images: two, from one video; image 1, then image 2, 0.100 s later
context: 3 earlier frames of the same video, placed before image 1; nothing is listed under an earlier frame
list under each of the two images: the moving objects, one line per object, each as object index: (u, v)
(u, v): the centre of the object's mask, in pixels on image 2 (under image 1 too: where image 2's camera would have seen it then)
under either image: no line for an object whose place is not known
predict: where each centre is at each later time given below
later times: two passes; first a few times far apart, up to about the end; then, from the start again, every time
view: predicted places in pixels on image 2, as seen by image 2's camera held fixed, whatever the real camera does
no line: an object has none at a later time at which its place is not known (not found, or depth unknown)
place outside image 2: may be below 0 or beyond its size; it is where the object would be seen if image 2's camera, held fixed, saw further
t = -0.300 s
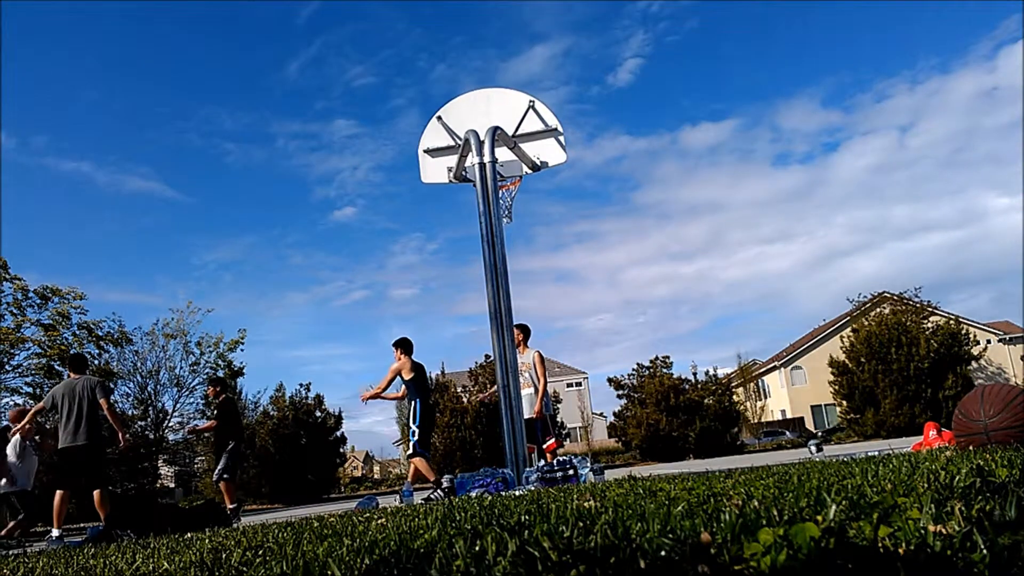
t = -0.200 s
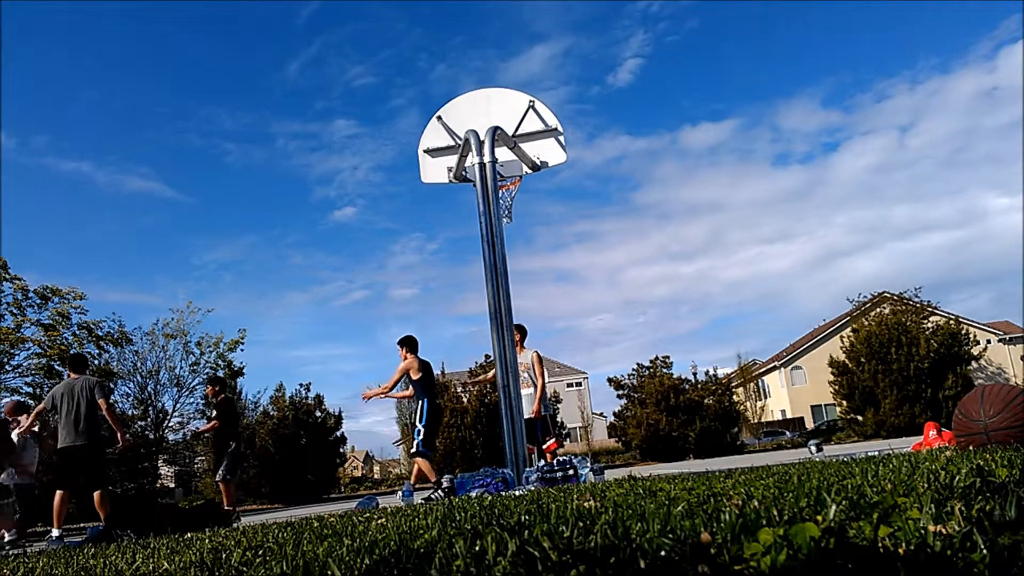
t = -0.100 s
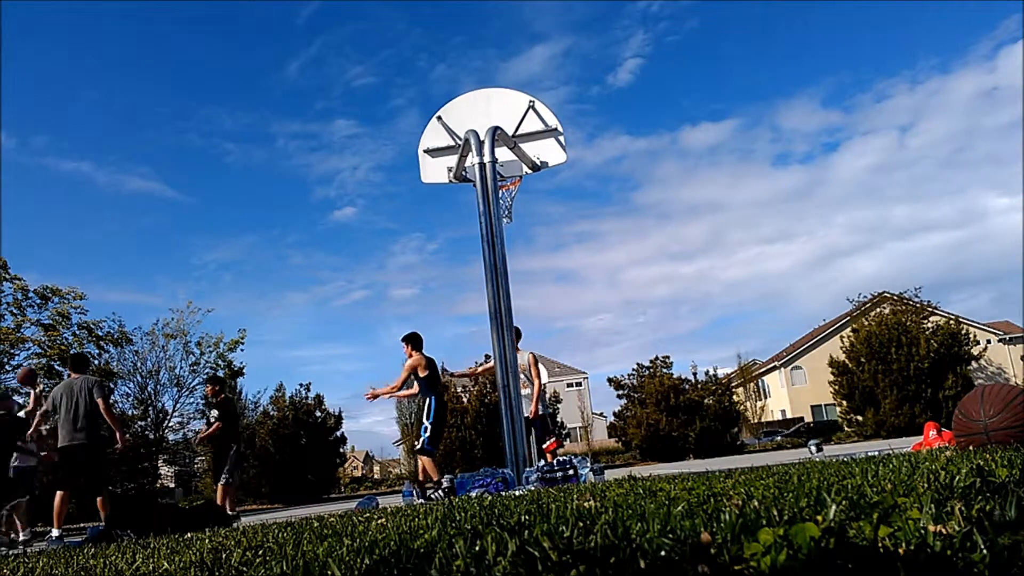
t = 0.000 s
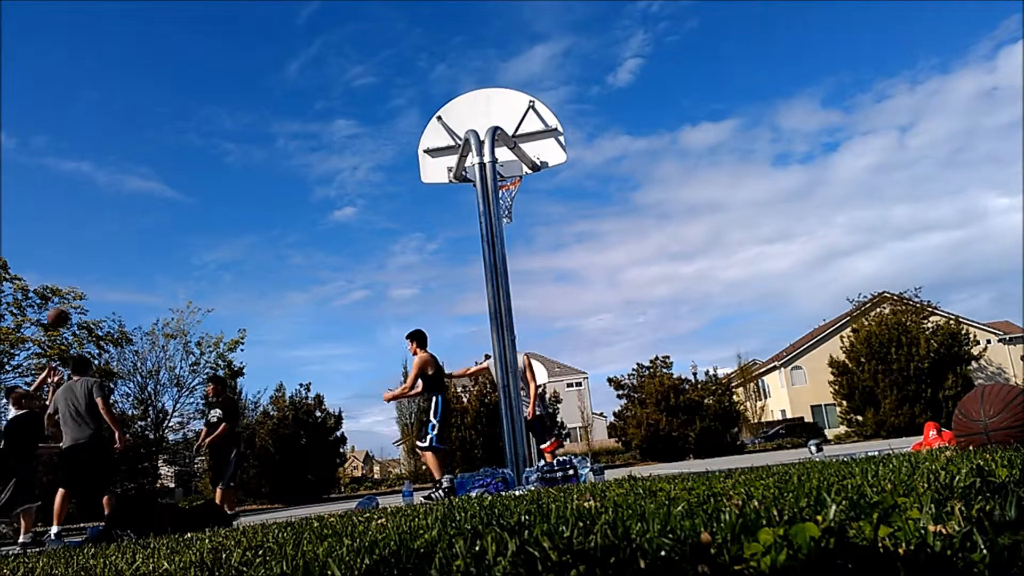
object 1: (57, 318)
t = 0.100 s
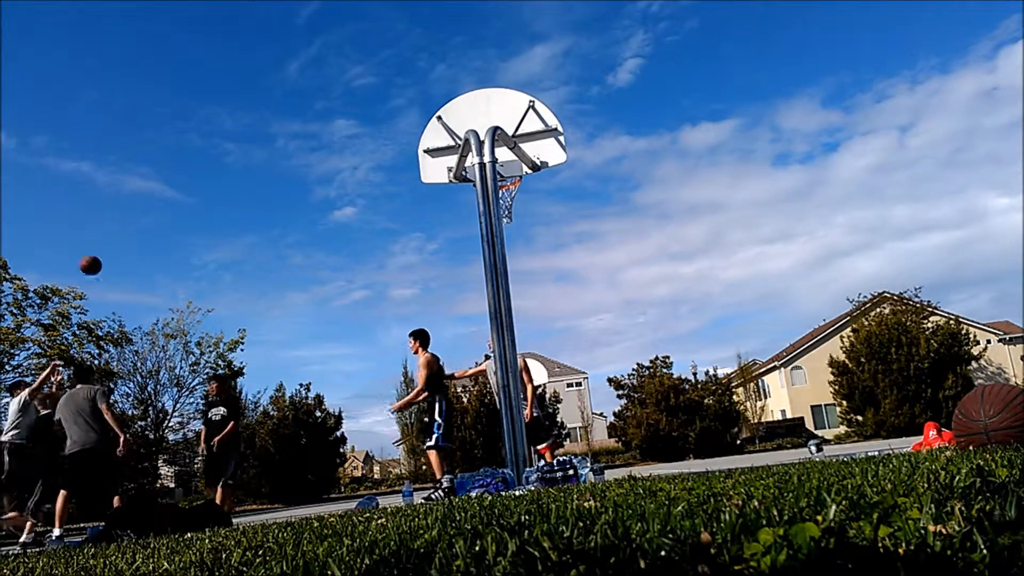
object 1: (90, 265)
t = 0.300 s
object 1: (158, 181)
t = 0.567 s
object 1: (251, 114)
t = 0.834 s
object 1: (354, 101)
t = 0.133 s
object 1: (102, 249)
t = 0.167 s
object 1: (113, 234)
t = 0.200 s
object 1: (124, 220)
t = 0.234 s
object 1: (135, 206)
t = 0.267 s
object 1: (147, 193)
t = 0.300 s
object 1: (158, 181)
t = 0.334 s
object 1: (169, 170)
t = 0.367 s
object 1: (181, 159)
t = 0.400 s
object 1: (192, 150)
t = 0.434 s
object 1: (204, 141)
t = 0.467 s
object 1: (216, 133)
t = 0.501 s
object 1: (227, 126)
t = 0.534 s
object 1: (239, 119)
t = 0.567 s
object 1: (251, 114)
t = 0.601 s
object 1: (263, 109)
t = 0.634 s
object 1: (276, 105)
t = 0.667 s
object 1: (288, 102)
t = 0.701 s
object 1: (301, 100)
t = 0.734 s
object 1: (314, 99)
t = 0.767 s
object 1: (327, 98)
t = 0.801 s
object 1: (340, 99)
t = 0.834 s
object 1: (354, 101)
